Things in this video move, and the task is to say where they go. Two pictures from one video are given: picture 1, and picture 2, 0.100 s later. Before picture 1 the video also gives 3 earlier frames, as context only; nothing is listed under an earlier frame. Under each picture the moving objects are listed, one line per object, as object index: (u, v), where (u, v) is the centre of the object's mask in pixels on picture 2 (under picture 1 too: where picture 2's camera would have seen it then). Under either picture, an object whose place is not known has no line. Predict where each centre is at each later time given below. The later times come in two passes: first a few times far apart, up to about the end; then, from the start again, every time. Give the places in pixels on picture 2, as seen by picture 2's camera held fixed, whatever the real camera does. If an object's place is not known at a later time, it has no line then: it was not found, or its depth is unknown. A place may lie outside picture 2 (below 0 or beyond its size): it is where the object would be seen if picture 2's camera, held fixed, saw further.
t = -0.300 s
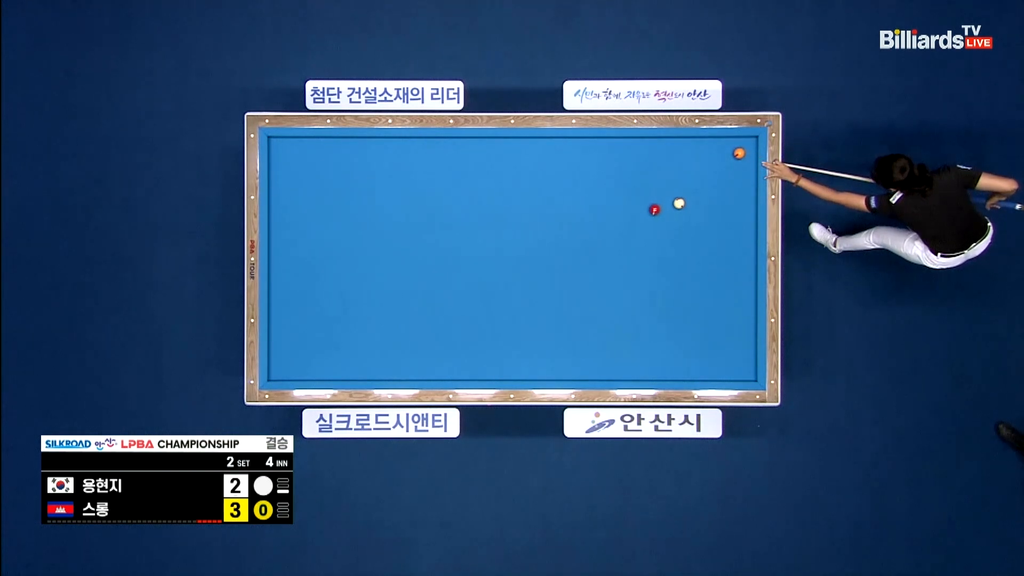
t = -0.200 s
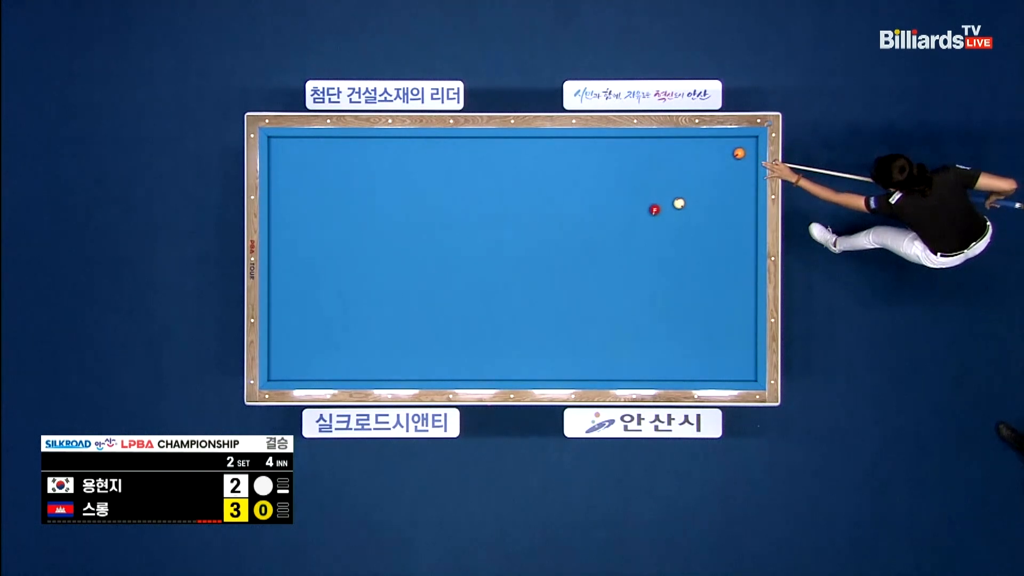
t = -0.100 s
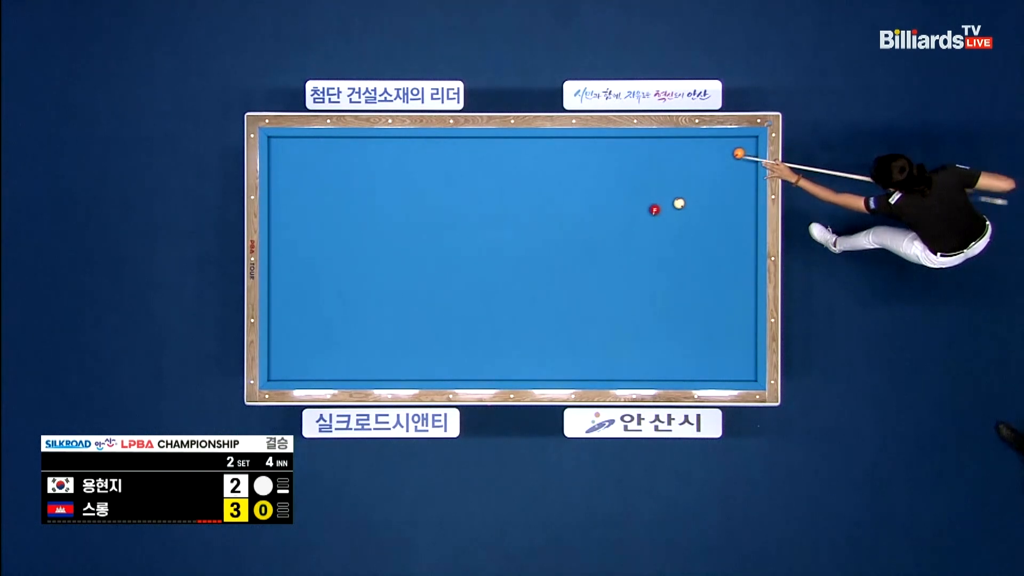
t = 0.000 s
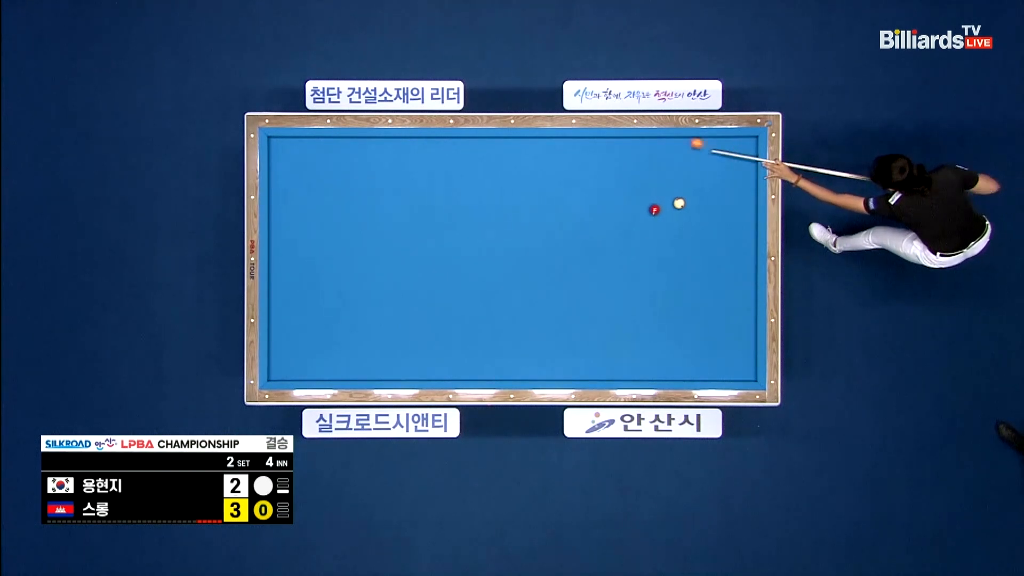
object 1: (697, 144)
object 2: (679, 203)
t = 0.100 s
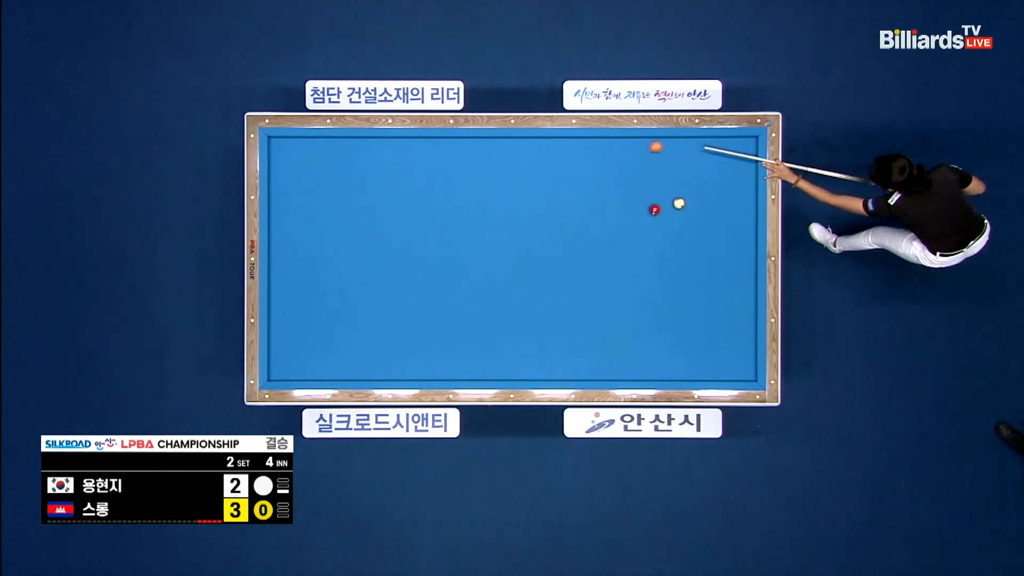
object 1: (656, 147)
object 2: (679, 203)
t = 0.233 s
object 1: (603, 155)
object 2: (679, 203)
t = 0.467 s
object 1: (512, 169)
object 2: (679, 203)
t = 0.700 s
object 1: (422, 183)
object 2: (679, 203)
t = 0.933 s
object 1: (332, 196)
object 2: (679, 203)
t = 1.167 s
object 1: (295, 217)
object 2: (679, 203)
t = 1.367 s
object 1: (350, 247)
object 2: (679, 203)
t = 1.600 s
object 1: (400, 280)
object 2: (679, 203)
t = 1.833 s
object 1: (445, 313)
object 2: (679, 203)
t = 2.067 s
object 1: (489, 344)
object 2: (679, 203)
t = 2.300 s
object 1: (533, 376)
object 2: (679, 203)
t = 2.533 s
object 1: (574, 356)
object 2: (679, 203)
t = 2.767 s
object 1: (615, 338)
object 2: (679, 203)
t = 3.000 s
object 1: (655, 321)
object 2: (679, 203)
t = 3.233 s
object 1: (695, 303)
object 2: (679, 203)
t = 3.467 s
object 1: (735, 286)
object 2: (679, 203)
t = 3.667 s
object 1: (740, 269)
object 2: (679, 203)
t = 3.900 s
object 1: (717, 246)
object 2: (679, 203)
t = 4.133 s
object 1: (696, 224)
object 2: (679, 203)
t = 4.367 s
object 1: (682, 212)
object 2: (672, 193)
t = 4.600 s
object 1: (674, 209)
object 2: (662, 177)
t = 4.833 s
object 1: (667, 206)
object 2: (651, 161)
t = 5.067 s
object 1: (662, 203)
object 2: (641, 146)
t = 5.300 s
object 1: (659, 199)
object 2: (633, 148)
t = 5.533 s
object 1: (656, 196)
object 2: (627, 155)
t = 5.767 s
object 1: (653, 193)
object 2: (621, 163)
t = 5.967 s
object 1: (652, 191)
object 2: (616, 169)
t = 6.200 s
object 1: (650, 189)
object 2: (610, 176)
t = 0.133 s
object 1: (643, 149)
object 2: (679, 203)
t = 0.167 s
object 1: (629, 151)
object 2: (679, 203)
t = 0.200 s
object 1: (616, 153)
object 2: (679, 203)
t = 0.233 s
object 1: (603, 155)
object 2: (679, 203)
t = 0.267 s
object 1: (590, 158)
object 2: (679, 203)
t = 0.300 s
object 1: (577, 160)
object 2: (679, 203)
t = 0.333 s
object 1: (564, 161)
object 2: (679, 203)
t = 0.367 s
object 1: (551, 163)
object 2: (679, 203)
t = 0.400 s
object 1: (538, 166)
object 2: (679, 203)
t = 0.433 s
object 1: (525, 168)
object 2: (679, 203)
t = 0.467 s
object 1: (512, 169)
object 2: (679, 203)
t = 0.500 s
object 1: (499, 171)
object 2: (679, 203)
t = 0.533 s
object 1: (486, 173)
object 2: (679, 203)
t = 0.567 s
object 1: (473, 175)
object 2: (679, 203)
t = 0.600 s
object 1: (460, 177)
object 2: (679, 203)
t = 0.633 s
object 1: (447, 179)
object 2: (679, 203)
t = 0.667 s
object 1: (435, 181)
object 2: (679, 203)
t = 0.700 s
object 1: (422, 183)
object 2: (679, 203)
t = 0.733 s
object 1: (409, 185)
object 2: (679, 203)
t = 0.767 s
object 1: (396, 187)
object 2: (679, 203)
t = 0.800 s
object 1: (383, 189)
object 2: (679, 203)
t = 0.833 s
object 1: (370, 190)
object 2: (679, 203)
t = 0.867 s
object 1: (358, 192)
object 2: (679, 203)
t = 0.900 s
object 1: (345, 194)
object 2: (679, 203)
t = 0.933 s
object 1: (332, 196)
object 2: (679, 203)
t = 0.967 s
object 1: (319, 198)
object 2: (679, 203)
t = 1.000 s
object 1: (306, 200)
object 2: (679, 203)
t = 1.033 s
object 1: (294, 201)
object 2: (679, 203)
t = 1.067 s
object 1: (281, 203)
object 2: (679, 203)
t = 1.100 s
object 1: (274, 206)
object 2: (679, 203)
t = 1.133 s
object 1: (285, 211)
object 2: (679, 203)
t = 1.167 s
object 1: (295, 217)
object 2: (679, 203)
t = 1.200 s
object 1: (305, 222)
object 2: (679, 203)
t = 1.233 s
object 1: (315, 227)
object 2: (679, 203)
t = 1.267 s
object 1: (325, 232)
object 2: (679, 203)
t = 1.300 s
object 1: (333, 237)
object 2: (679, 203)
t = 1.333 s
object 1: (342, 242)
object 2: (679, 203)
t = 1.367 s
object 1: (350, 247)
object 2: (679, 203)
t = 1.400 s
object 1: (359, 252)
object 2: (679, 203)
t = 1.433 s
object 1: (366, 257)
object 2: (679, 203)
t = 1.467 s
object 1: (374, 261)
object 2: (679, 203)
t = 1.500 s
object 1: (381, 266)
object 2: (679, 203)
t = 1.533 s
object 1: (387, 271)
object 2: (679, 203)
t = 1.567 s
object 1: (394, 275)
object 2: (679, 203)
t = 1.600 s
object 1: (400, 280)
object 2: (679, 203)
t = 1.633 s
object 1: (407, 284)
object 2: (679, 203)
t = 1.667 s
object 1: (413, 289)
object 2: (679, 203)
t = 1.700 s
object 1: (420, 294)
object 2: (679, 203)
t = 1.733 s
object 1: (426, 299)
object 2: (679, 203)
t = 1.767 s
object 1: (433, 303)
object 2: (679, 203)
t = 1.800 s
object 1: (438, 308)
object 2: (679, 203)
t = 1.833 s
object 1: (445, 313)
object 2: (679, 203)
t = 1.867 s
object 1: (451, 317)
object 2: (679, 203)
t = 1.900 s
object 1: (458, 322)
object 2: (679, 203)
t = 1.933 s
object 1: (464, 326)
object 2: (679, 203)
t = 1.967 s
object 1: (470, 331)
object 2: (679, 203)
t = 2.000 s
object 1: (476, 335)
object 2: (679, 203)
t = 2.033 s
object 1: (483, 340)
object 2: (679, 203)
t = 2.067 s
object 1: (489, 344)
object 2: (679, 203)
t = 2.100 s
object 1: (495, 349)
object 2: (679, 203)
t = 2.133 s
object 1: (502, 353)
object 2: (679, 203)
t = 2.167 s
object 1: (508, 358)
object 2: (679, 203)
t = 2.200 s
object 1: (514, 362)
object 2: (679, 203)
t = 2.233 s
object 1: (521, 367)
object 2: (679, 203)
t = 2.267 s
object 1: (527, 372)
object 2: (679, 203)
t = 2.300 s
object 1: (533, 376)
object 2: (679, 203)
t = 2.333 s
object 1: (539, 373)
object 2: (679, 203)
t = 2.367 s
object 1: (545, 370)
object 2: (679, 203)
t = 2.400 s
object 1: (551, 367)
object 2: (679, 203)
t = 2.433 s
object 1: (556, 364)
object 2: (679, 203)
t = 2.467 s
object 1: (562, 361)
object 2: (679, 203)
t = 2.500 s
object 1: (568, 359)
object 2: (679, 203)
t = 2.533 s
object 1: (574, 356)
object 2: (679, 203)
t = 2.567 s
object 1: (580, 353)
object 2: (679, 203)
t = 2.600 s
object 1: (586, 351)
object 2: (679, 203)
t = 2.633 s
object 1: (592, 348)
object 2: (679, 203)
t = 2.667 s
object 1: (597, 346)
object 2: (679, 203)
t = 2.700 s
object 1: (603, 343)
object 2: (679, 203)
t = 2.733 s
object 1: (609, 341)
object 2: (679, 203)
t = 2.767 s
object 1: (615, 338)
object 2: (679, 203)
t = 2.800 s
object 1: (620, 336)
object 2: (679, 203)
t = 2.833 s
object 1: (626, 333)
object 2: (679, 203)
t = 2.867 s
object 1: (632, 331)
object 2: (679, 203)
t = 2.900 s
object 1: (638, 328)
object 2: (679, 203)
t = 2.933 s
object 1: (644, 326)
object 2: (679, 203)
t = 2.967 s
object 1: (649, 323)
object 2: (679, 203)
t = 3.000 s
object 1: (655, 321)
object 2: (679, 203)
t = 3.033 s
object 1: (661, 318)
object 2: (679, 203)
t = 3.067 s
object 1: (667, 316)
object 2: (679, 203)
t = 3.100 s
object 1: (672, 313)
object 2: (679, 203)
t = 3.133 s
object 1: (678, 311)
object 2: (679, 203)
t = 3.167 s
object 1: (684, 308)
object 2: (679, 203)
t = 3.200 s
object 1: (689, 306)
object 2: (679, 203)
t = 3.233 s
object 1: (695, 303)
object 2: (679, 203)
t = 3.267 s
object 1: (701, 301)
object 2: (679, 203)
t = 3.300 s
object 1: (707, 299)
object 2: (679, 203)
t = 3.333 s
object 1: (712, 296)
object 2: (679, 203)
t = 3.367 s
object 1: (718, 293)
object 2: (679, 203)
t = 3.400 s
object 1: (723, 291)
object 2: (679, 203)
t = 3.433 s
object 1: (729, 289)
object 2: (679, 203)
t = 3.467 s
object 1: (735, 286)
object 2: (679, 203)
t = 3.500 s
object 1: (740, 284)
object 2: (679, 203)
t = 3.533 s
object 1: (746, 282)
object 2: (679, 203)
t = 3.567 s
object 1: (751, 279)
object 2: (679, 203)
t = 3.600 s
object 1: (748, 276)
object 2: (679, 203)
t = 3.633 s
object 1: (744, 272)
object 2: (679, 203)
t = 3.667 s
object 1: (740, 269)
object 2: (679, 203)
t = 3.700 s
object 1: (736, 266)
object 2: (679, 203)
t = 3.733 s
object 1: (733, 262)
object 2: (679, 203)
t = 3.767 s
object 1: (730, 259)
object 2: (679, 203)
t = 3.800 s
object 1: (727, 256)
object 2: (679, 203)
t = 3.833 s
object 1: (723, 253)
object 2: (679, 203)
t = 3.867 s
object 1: (720, 249)
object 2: (679, 203)
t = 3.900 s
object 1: (717, 246)
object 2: (679, 203)
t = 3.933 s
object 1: (714, 243)
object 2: (679, 203)
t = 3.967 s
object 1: (711, 240)
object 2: (679, 203)
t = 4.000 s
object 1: (708, 236)
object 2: (679, 203)
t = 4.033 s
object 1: (705, 233)
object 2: (679, 203)
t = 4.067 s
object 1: (702, 230)
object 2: (679, 203)
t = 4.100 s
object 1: (699, 227)
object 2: (679, 203)
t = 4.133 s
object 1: (696, 224)
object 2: (679, 203)
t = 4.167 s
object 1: (693, 221)
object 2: (679, 203)
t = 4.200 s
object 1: (690, 218)
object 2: (679, 203)
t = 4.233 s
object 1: (687, 214)
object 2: (679, 203)
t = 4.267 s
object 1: (685, 212)
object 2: (678, 202)
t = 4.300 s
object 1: (684, 212)
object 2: (676, 199)
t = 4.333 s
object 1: (683, 212)
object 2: (674, 196)
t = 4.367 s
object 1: (682, 212)
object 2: (672, 193)
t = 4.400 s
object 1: (681, 211)
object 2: (671, 190)
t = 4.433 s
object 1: (680, 211)
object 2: (669, 188)
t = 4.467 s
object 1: (679, 211)
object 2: (667, 186)
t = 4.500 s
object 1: (678, 210)
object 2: (666, 184)
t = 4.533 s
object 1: (676, 210)
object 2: (665, 181)
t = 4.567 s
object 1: (675, 210)
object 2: (663, 179)
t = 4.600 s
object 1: (674, 209)
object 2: (662, 177)
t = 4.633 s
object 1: (673, 209)
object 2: (660, 175)
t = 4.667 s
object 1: (672, 208)
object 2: (659, 172)
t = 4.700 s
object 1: (671, 208)
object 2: (657, 170)
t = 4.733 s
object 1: (670, 208)
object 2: (656, 168)
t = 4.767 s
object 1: (669, 207)
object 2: (654, 165)
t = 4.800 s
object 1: (668, 207)
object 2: (653, 163)
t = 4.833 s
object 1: (667, 206)
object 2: (651, 161)
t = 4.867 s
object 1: (666, 206)
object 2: (650, 159)
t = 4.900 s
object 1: (665, 206)
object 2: (648, 157)
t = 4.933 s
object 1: (664, 205)
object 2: (647, 155)
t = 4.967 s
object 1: (663, 205)
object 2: (646, 152)
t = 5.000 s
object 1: (663, 204)
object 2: (644, 150)
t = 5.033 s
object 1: (662, 204)
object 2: (642, 148)
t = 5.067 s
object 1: (662, 203)
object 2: (641, 146)
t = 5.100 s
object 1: (661, 203)
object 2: (640, 144)
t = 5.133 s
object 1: (661, 202)
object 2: (638, 142)
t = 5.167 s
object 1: (660, 201)
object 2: (637, 142)
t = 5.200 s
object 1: (660, 201)
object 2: (636, 144)
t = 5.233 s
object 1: (660, 200)
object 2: (635, 145)
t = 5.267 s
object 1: (659, 200)
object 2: (634, 147)
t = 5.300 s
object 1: (659, 199)
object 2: (633, 148)
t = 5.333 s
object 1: (658, 199)
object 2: (633, 149)
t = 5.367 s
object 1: (658, 198)
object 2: (632, 150)
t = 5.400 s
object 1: (658, 198)
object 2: (631, 151)
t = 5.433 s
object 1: (657, 198)
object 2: (630, 152)
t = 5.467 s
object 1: (657, 197)
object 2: (629, 153)
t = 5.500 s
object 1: (656, 196)
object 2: (628, 154)
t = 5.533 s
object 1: (656, 196)
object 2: (627, 155)
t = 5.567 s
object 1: (656, 196)
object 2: (626, 156)
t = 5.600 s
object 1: (656, 195)
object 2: (625, 158)
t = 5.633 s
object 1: (655, 195)
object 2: (624, 159)
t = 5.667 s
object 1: (655, 194)
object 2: (624, 160)
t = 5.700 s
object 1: (654, 194)
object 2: (623, 161)
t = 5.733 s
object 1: (654, 193)
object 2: (622, 162)
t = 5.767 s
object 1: (653, 193)
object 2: (621, 163)
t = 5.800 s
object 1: (653, 193)
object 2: (620, 164)
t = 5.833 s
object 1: (653, 192)
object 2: (619, 165)
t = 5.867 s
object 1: (653, 192)
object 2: (619, 166)
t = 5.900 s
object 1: (652, 192)
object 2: (618, 167)
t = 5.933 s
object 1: (652, 191)
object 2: (617, 168)
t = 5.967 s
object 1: (652, 191)
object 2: (616, 169)
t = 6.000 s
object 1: (651, 191)
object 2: (615, 171)
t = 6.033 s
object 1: (651, 190)
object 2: (614, 171)
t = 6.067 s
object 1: (651, 190)
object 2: (613, 172)
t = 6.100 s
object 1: (650, 190)
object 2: (613, 173)
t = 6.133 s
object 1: (650, 189)
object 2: (612, 174)
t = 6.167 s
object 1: (650, 189)
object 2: (611, 175)
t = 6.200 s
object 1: (650, 189)
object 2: (610, 176)
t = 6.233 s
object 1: (649, 188)
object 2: (609, 177)
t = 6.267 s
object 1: (649, 188)
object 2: (608, 178)
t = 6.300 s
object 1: (649, 188)
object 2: (608, 179)
